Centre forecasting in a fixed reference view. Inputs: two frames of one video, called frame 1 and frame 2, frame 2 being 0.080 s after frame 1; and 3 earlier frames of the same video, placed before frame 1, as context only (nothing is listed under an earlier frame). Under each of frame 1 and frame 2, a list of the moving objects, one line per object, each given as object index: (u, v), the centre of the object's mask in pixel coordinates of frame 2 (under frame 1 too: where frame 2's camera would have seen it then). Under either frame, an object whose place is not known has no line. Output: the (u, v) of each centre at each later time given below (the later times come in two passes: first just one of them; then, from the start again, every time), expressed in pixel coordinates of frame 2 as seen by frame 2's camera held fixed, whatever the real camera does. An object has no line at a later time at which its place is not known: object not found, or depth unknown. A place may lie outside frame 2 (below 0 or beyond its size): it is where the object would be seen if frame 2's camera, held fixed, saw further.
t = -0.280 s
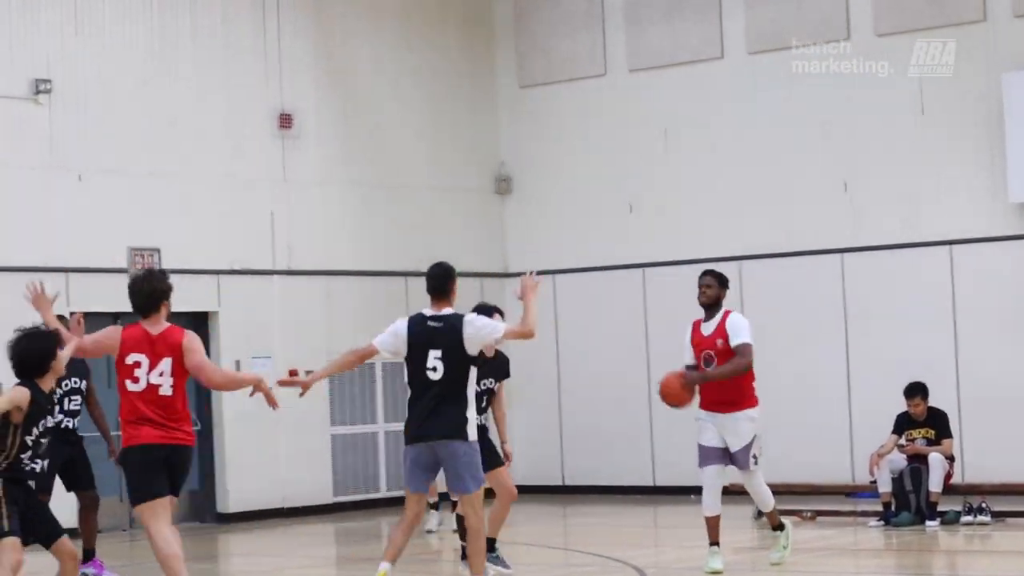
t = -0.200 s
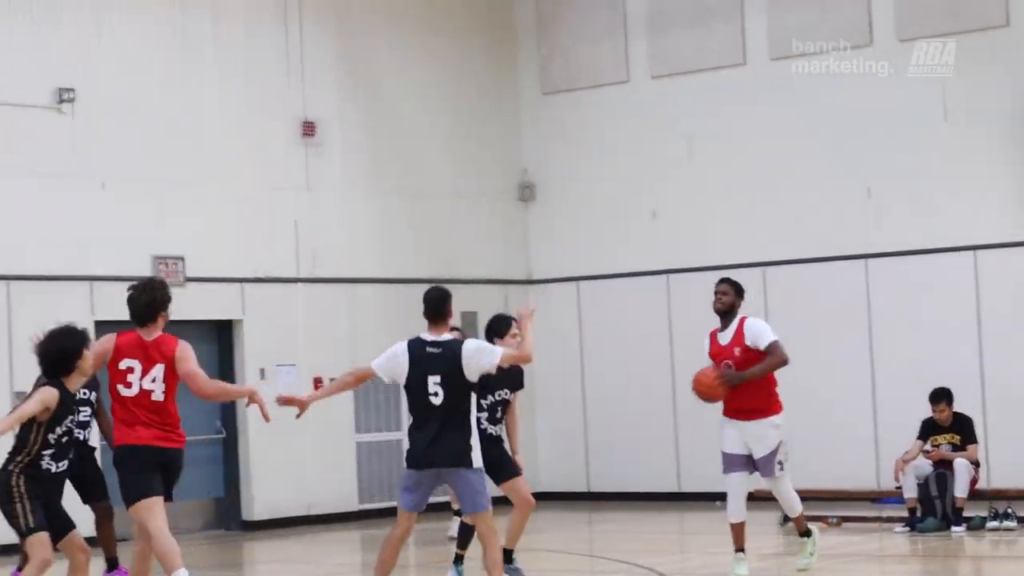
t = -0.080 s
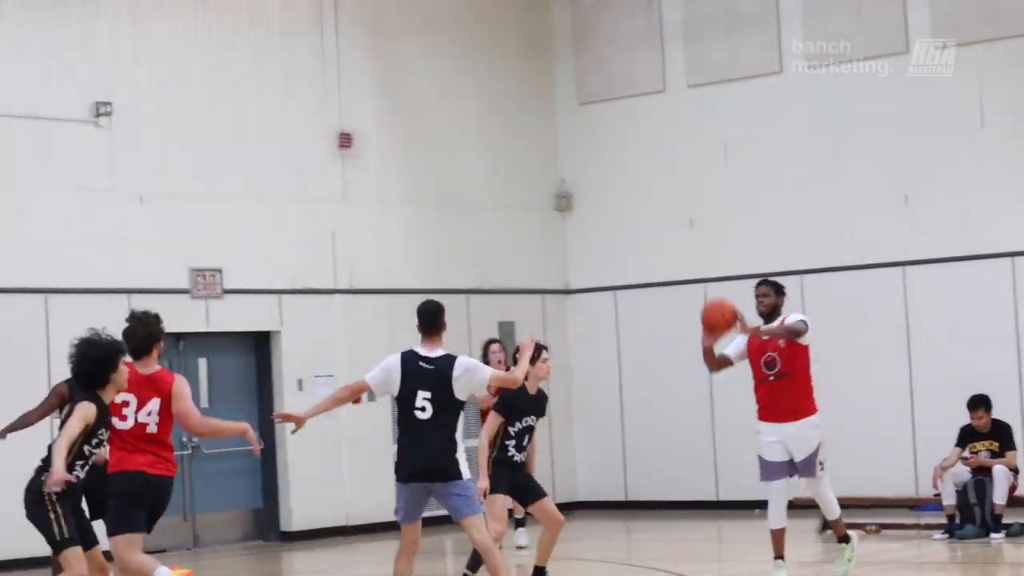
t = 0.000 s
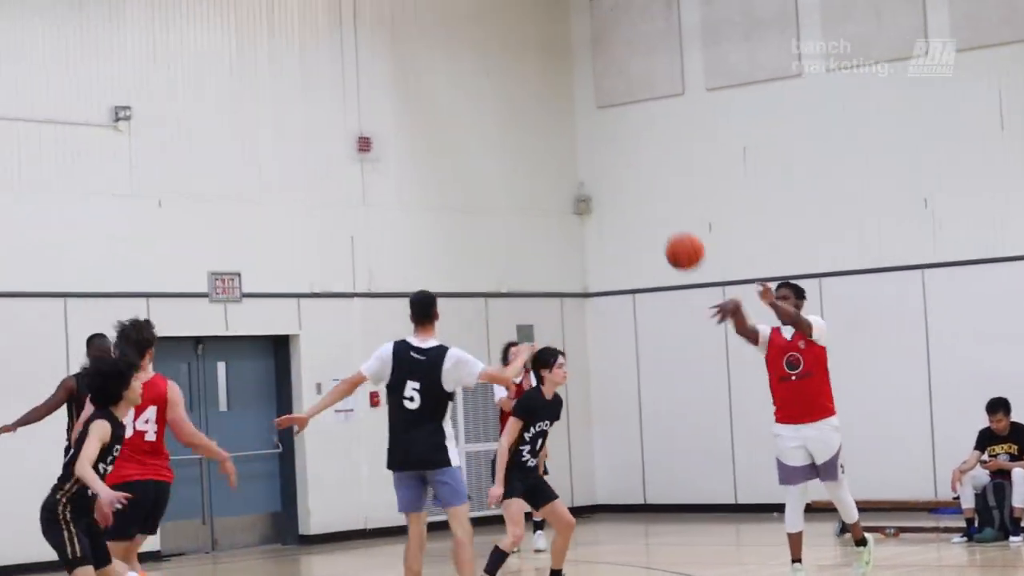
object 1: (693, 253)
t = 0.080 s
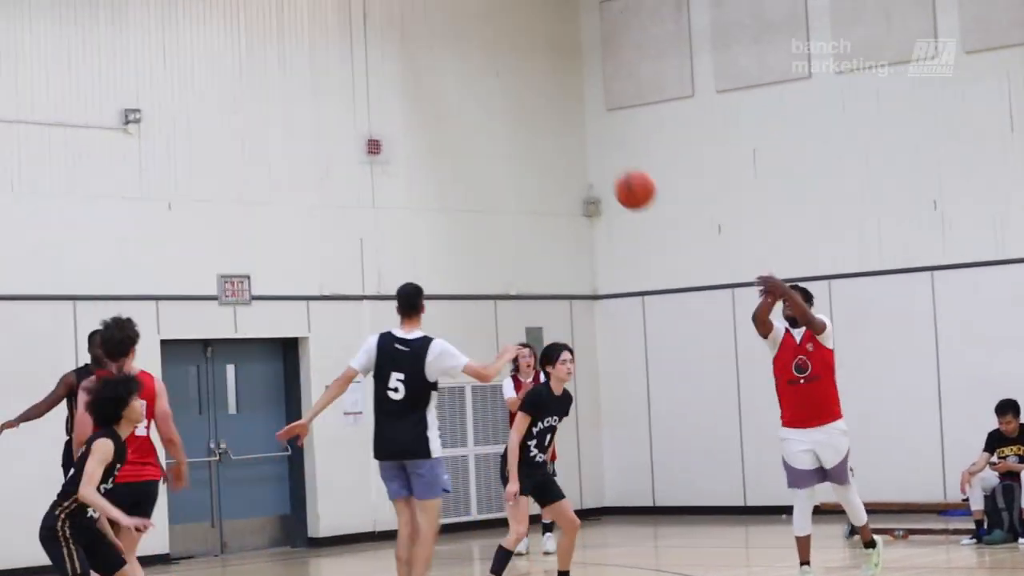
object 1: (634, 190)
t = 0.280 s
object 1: (466, 55)
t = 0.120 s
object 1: (604, 160)
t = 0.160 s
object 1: (572, 132)
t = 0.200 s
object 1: (538, 104)
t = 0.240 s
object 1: (502, 79)
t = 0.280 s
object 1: (466, 55)
